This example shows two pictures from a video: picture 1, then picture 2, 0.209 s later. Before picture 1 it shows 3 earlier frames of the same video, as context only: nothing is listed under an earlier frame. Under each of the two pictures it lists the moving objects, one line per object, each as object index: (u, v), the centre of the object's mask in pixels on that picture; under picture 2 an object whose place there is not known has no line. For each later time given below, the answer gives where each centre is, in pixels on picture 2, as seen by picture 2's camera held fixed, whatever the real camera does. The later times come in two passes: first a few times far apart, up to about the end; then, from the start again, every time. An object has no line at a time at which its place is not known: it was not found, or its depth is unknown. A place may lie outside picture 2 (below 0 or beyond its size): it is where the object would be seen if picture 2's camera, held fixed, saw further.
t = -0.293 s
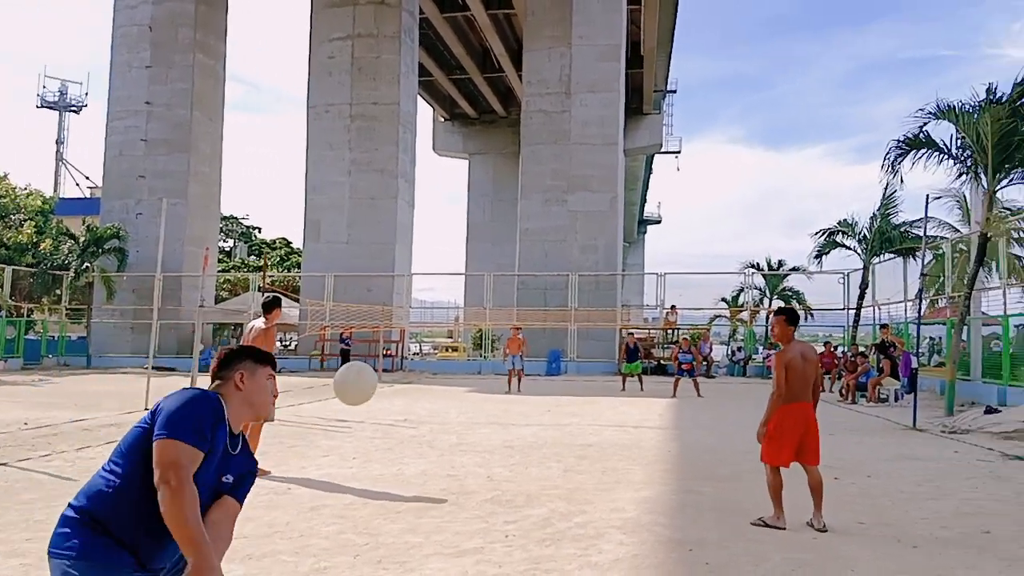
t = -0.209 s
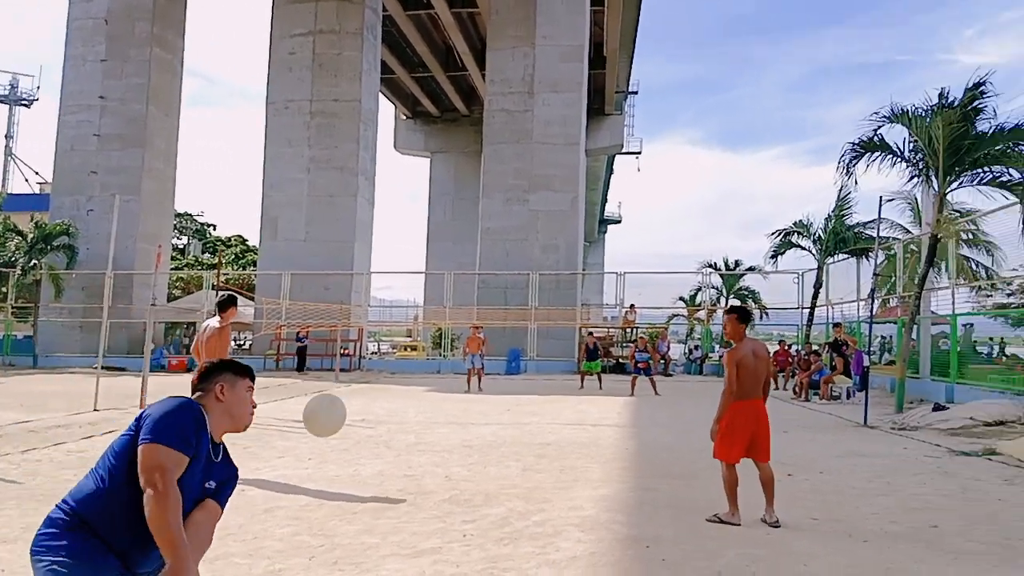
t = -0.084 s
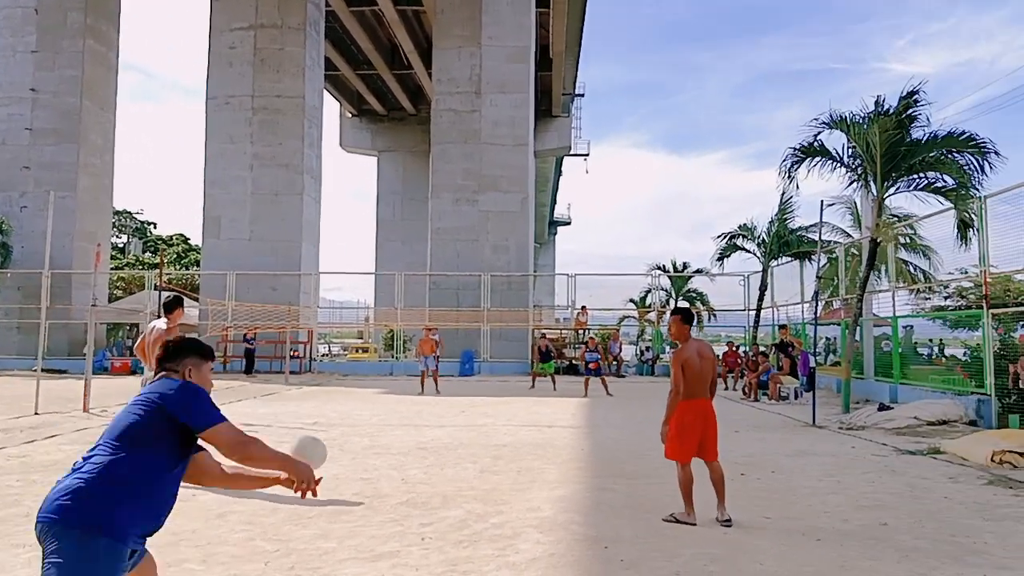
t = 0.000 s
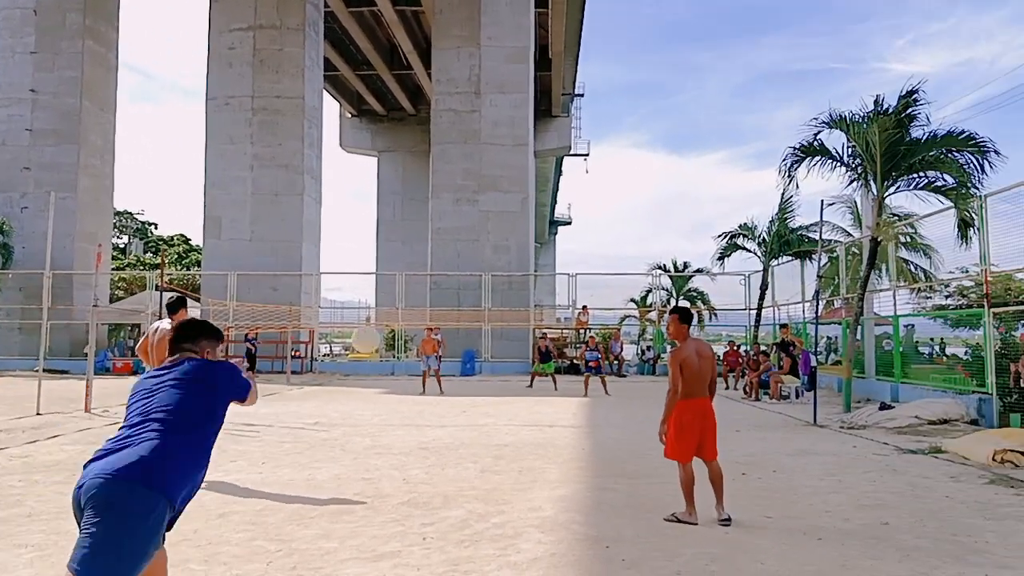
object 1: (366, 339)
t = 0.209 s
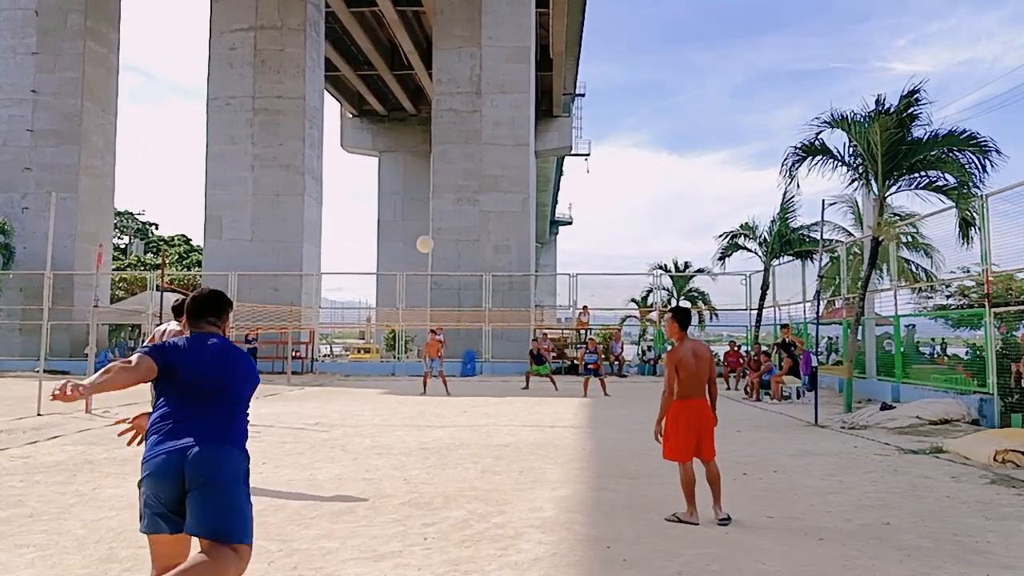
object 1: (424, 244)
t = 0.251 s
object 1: (429, 239)
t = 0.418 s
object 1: (442, 236)
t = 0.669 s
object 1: (443, 261)
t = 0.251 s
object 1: (429, 239)
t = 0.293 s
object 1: (432, 236)
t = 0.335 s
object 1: (434, 234)
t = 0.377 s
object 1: (440, 235)
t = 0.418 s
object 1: (442, 236)
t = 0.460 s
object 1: (442, 238)
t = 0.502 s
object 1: (442, 241)
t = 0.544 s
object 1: (442, 245)
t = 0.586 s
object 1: (442, 250)
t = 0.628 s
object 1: (443, 255)
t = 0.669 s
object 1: (443, 261)
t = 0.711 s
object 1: (442, 267)
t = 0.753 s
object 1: (441, 274)
